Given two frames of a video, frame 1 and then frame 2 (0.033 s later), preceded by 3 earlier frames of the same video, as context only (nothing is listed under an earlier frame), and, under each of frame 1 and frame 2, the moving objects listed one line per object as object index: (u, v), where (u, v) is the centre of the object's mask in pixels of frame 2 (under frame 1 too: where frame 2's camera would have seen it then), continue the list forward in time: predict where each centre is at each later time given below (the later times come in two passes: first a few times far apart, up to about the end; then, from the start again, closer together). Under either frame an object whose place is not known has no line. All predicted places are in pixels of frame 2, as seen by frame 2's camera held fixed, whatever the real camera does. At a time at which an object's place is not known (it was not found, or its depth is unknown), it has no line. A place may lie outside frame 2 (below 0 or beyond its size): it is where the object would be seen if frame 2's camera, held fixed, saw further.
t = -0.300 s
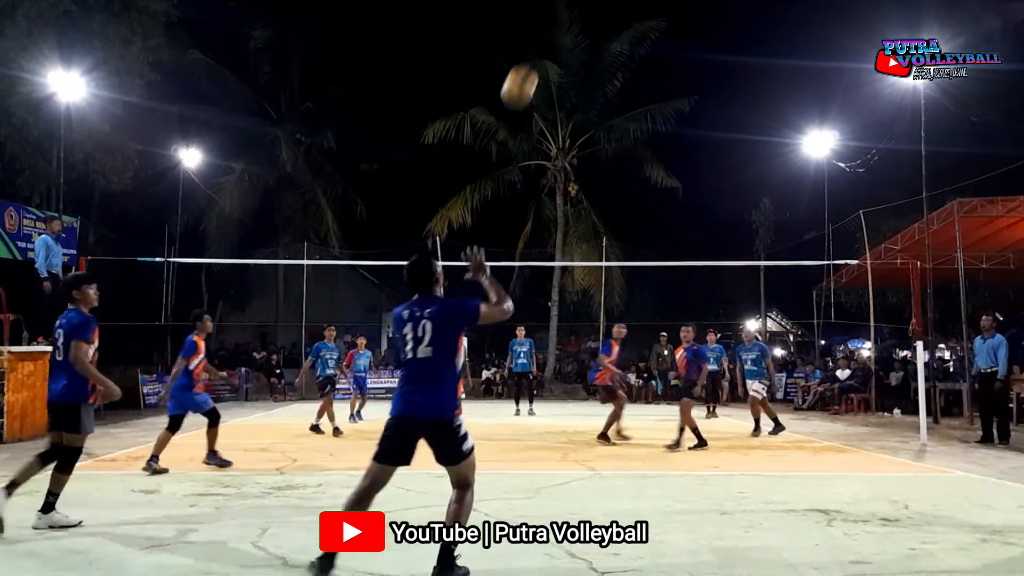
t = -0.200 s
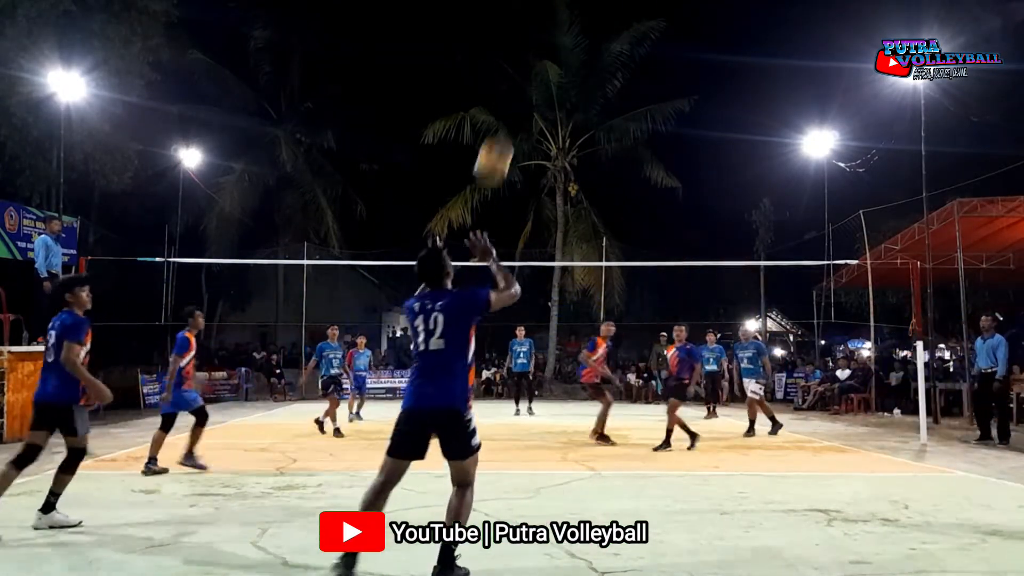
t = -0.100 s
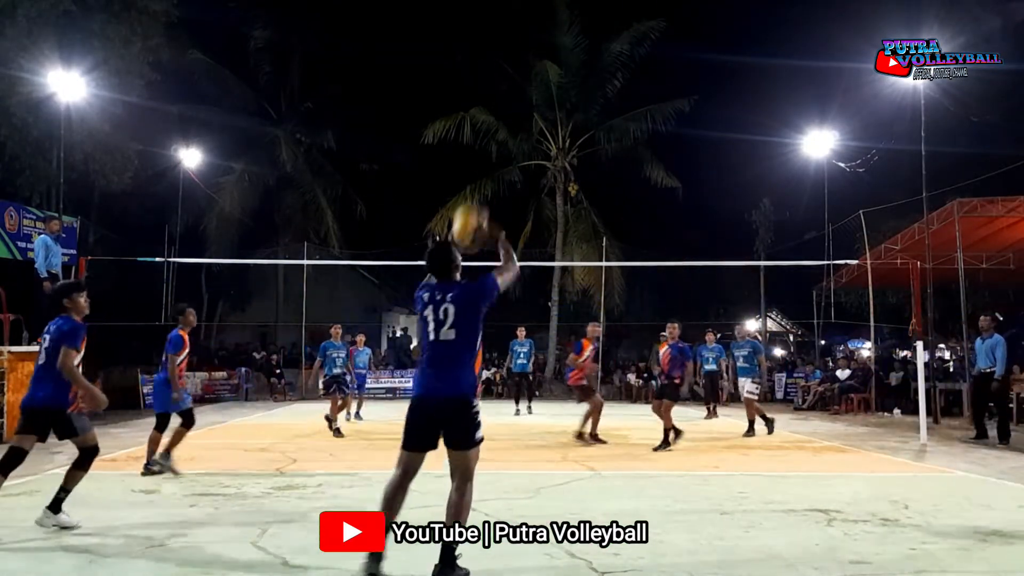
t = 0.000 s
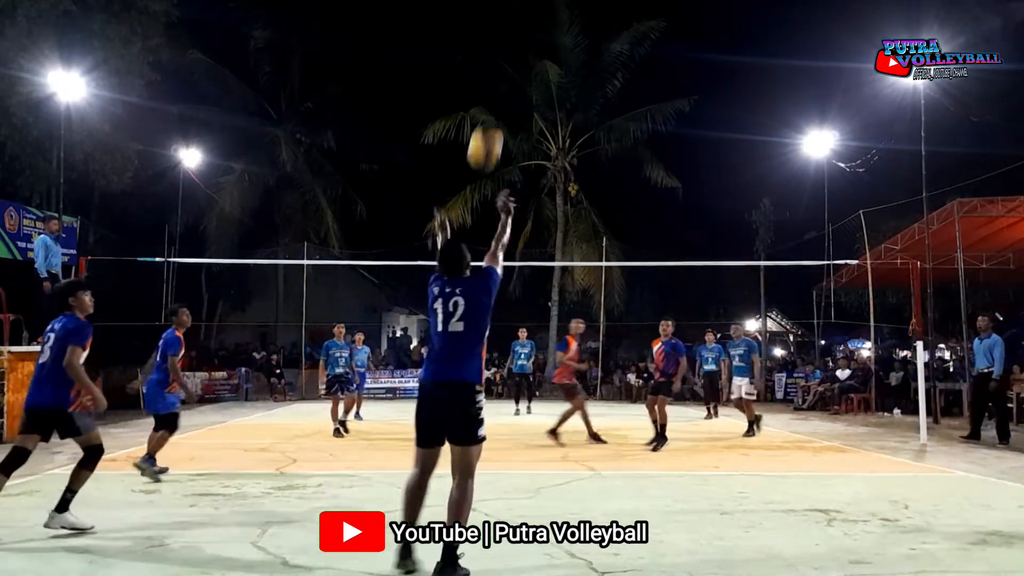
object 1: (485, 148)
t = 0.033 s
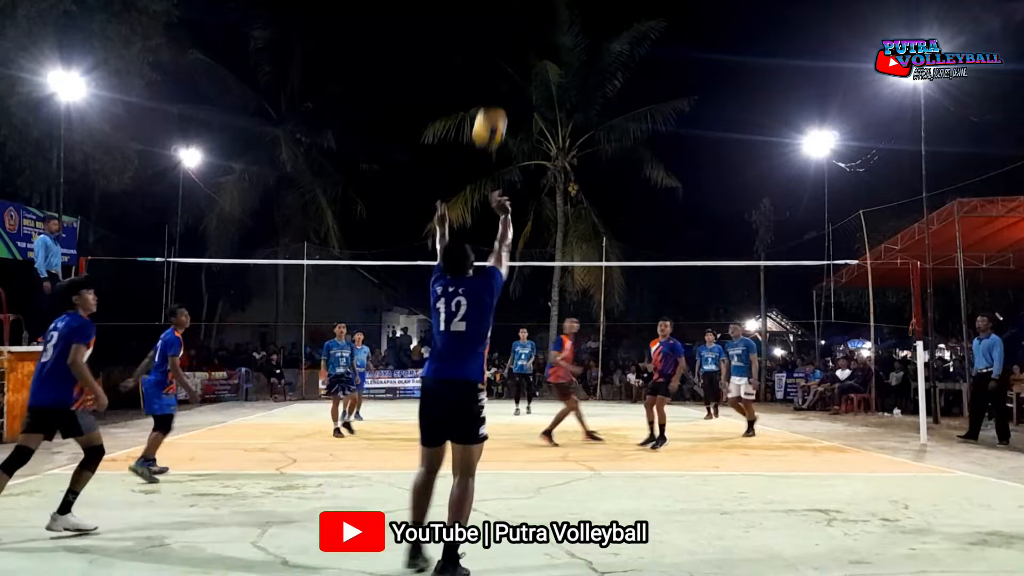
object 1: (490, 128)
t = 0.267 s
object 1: (514, 52)
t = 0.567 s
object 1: (535, 68)
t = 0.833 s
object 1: (549, 141)
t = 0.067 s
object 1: (494, 110)
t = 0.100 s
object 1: (498, 95)
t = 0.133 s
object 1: (501, 82)
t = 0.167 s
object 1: (505, 71)
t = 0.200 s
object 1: (508, 63)
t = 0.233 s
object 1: (511, 56)
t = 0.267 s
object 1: (514, 52)
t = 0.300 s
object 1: (516, 49)
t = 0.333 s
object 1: (519, 47)
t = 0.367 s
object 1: (521, 47)
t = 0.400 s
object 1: (524, 48)
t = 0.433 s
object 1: (526, 50)
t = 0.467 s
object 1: (528, 53)
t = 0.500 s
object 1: (531, 57)
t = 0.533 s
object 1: (533, 62)
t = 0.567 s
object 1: (535, 68)
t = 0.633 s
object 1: (539, 81)
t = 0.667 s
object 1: (541, 90)
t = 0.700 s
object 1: (542, 99)
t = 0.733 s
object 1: (544, 108)
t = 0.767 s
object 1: (546, 118)
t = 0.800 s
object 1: (547, 129)
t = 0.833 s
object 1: (549, 141)
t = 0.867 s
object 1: (551, 152)
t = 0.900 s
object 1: (553, 166)
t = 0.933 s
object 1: (554, 179)
